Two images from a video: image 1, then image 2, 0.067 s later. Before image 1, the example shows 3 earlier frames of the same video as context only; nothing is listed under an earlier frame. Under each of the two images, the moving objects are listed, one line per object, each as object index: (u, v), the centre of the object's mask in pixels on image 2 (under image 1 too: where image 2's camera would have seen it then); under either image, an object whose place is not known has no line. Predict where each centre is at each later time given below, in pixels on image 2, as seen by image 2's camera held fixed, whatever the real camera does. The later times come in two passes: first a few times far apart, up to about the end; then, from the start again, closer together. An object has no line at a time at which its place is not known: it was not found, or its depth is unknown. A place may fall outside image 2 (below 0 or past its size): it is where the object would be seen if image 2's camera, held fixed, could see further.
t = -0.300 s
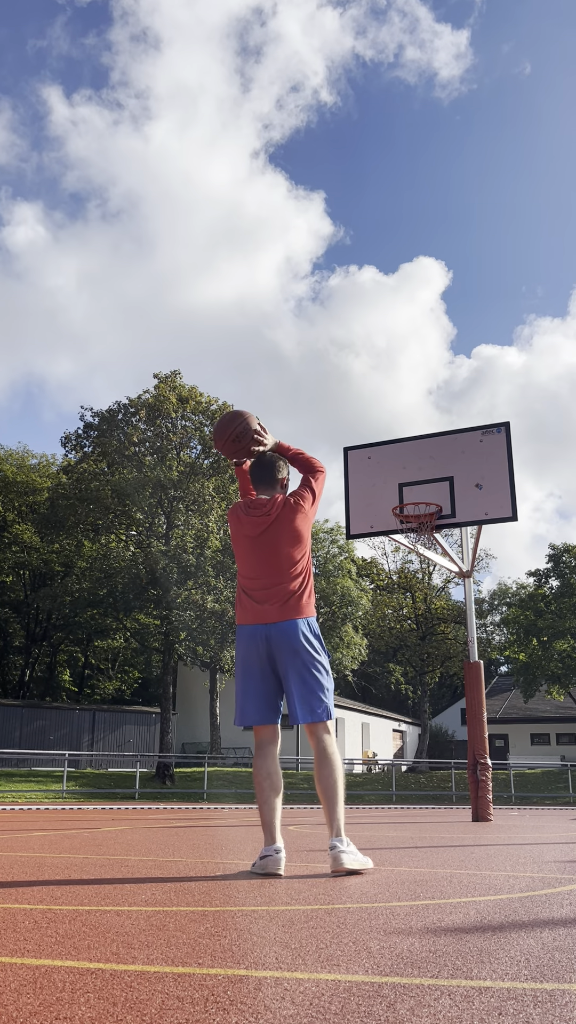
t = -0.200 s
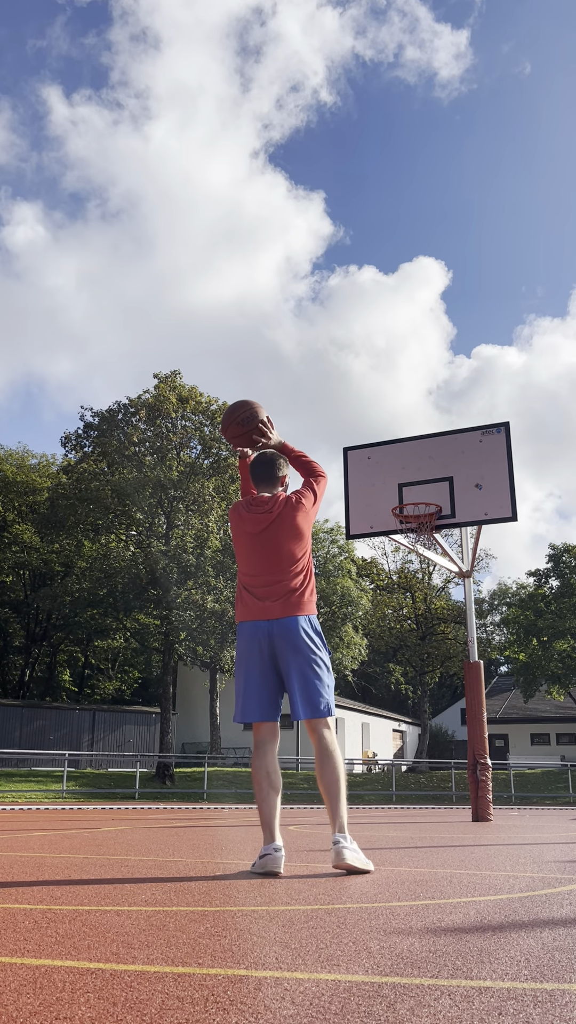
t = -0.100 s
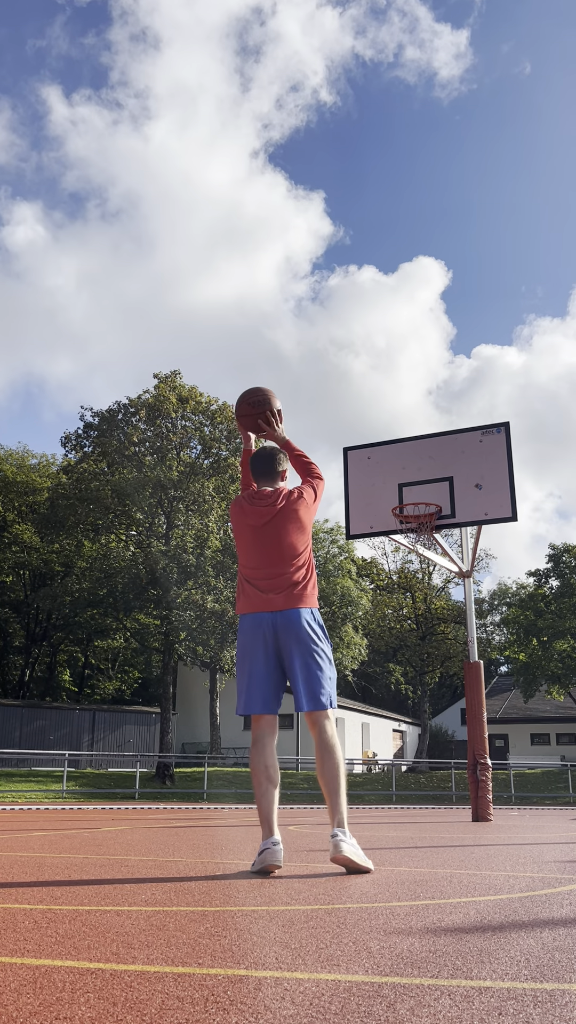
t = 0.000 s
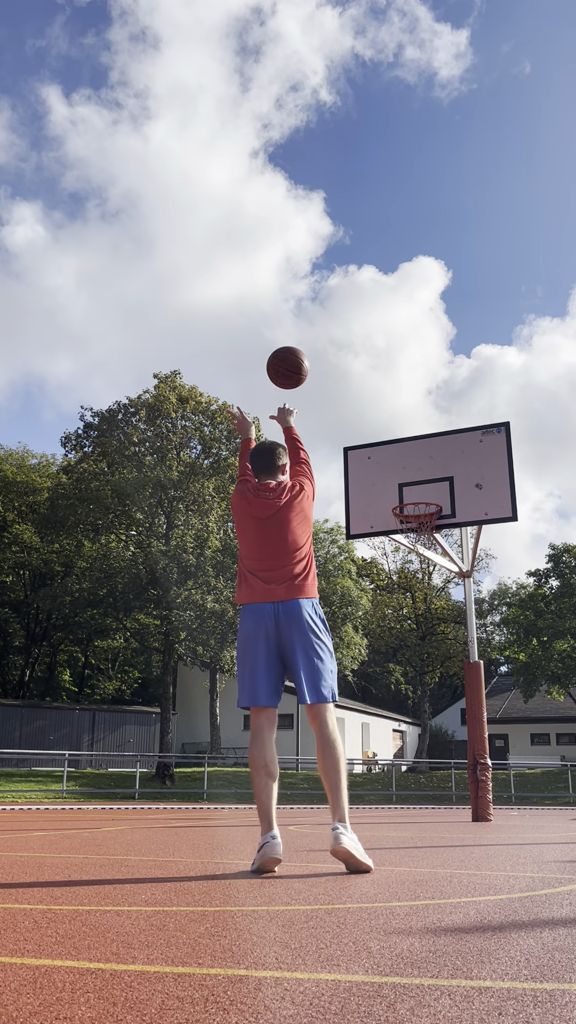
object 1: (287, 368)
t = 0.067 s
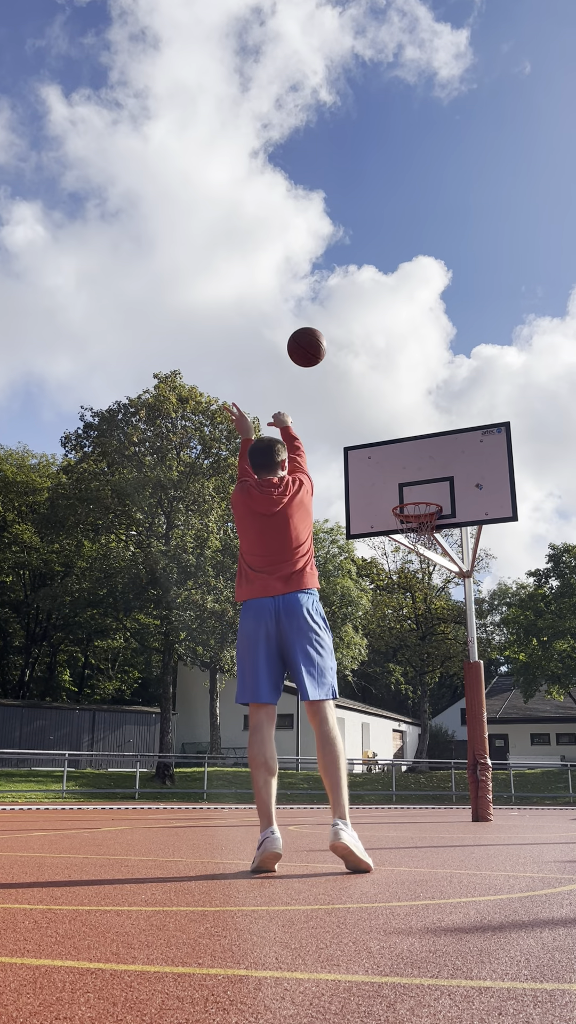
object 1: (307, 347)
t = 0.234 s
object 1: (345, 331)
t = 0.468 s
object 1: (383, 363)
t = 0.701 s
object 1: (414, 438)
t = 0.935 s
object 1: (409, 509)
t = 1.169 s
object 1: (403, 476)
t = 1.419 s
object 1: (404, 496)
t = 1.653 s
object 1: (406, 583)
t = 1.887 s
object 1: (411, 769)
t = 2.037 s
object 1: (400, 750)
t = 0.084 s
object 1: (311, 343)
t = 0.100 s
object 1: (315, 340)
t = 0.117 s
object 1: (319, 338)
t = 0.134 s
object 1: (323, 335)
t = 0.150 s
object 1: (327, 334)
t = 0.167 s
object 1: (331, 333)
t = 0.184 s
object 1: (334, 332)
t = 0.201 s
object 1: (338, 331)
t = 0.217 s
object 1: (341, 331)
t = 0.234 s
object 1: (345, 331)
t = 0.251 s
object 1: (348, 332)
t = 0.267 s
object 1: (351, 332)
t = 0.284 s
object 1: (354, 334)
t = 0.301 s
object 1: (357, 335)
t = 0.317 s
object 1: (360, 337)
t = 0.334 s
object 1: (363, 339)
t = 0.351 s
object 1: (365, 341)
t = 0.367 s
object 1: (368, 343)
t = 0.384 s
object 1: (371, 346)
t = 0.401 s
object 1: (373, 349)
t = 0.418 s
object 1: (376, 352)
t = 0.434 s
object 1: (378, 355)
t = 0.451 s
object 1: (381, 359)
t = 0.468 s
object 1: (383, 363)
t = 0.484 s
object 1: (386, 367)
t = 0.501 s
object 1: (388, 371)
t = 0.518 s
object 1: (390, 376)
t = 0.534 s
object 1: (392, 381)
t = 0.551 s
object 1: (395, 385)
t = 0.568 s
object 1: (397, 391)
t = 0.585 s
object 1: (399, 396)
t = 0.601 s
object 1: (401, 402)
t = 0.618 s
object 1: (403, 407)
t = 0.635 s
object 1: (405, 413)
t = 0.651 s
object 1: (407, 419)
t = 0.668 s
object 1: (409, 425)
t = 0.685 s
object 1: (411, 431)
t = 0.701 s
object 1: (414, 438)
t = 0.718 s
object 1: (415, 445)
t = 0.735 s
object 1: (417, 451)
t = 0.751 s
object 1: (419, 458)
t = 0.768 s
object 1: (421, 465)
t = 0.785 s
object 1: (423, 473)
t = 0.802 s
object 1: (425, 480)
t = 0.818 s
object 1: (427, 487)
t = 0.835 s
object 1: (429, 494)
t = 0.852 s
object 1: (430, 498)
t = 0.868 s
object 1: (427, 499)
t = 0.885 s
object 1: (421, 503)
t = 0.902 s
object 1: (418, 510)
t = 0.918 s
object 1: (413, 510)
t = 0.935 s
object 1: (409, 509)
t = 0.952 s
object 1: (405, 504)
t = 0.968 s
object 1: (402, 502)
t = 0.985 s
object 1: (402, 497)
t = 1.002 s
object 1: (403, 495)
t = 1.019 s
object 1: (403, 493)
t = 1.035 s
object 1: (402, 490)
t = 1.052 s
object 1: (402, 487)
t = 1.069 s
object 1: (402, 485)
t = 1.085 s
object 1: (402, 483)
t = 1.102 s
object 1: (402, 481)
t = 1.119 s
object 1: (402, 479)
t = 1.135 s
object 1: (402, 478)
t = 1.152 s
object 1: (403, 477)
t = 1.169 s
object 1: (403, 476)
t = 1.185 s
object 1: (403, 475)
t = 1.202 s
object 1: (403, 475)
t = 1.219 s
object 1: (403, 475)
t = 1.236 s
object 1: (403, 474)
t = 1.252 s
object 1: (403, 475)
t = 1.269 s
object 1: (403, 476)
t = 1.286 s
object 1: (403, 477)
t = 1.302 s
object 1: (403, 478)
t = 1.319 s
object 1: (403, 480)
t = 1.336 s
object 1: (403, 482)
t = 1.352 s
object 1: (403, 484)
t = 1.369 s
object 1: (403, 486)
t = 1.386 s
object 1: (403, 489)
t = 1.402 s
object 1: (403, 492)
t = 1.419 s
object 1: (404, 496)
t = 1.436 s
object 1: (404, 499)
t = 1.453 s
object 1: (404, 504)
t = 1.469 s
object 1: (404, 508)
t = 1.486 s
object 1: (404, 513)
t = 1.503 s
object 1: (404, 518)
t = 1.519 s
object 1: (404, 523)
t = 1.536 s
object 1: (404, 529)
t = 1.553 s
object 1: (405, 536)
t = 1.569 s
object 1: (405, 542)
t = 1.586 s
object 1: (405, 550)
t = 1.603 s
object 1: (405, 557)
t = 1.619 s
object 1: (406, 565)
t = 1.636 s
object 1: (406, 574)
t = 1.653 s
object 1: (406, 583)
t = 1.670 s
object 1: (407, 593)
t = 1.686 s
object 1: (407, 603)
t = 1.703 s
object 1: (407, 613)
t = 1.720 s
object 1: (407, 624)
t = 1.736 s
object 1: (408, 636)
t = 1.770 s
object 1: (408, 661)
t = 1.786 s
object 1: (409, 674)
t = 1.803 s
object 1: (409, 688)
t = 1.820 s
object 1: (409, 703)
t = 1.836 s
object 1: (410, 718)
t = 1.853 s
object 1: (410, 735)
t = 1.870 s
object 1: (411, 752)
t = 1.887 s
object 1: (411, 769)
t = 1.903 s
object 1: (412, 788)
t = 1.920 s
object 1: (412, 807)
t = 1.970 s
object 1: (409, 802)
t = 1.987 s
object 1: (406, 788)
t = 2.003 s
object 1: (404, 775)
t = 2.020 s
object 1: (402, 762)
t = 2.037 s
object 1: (400, 750)
